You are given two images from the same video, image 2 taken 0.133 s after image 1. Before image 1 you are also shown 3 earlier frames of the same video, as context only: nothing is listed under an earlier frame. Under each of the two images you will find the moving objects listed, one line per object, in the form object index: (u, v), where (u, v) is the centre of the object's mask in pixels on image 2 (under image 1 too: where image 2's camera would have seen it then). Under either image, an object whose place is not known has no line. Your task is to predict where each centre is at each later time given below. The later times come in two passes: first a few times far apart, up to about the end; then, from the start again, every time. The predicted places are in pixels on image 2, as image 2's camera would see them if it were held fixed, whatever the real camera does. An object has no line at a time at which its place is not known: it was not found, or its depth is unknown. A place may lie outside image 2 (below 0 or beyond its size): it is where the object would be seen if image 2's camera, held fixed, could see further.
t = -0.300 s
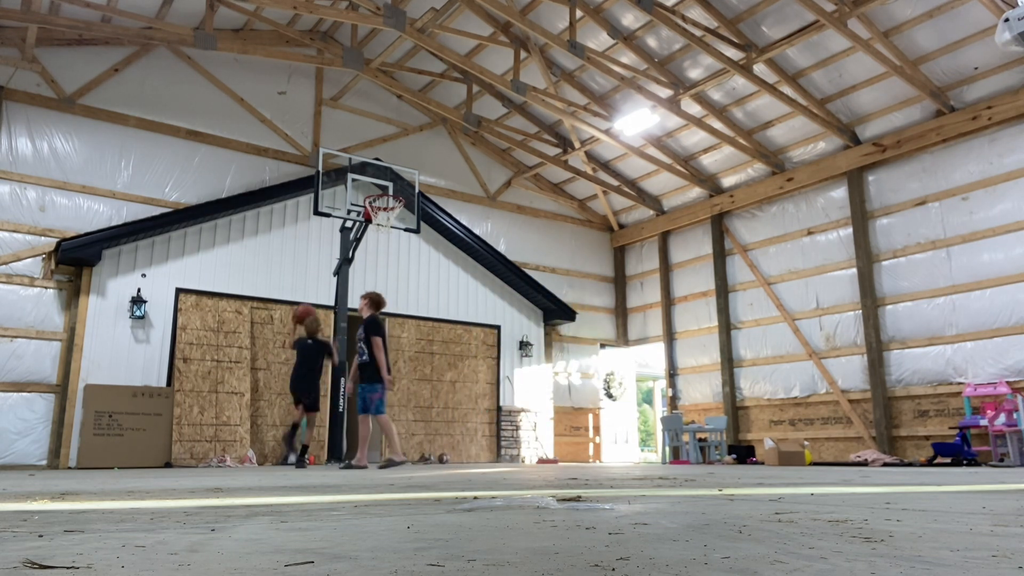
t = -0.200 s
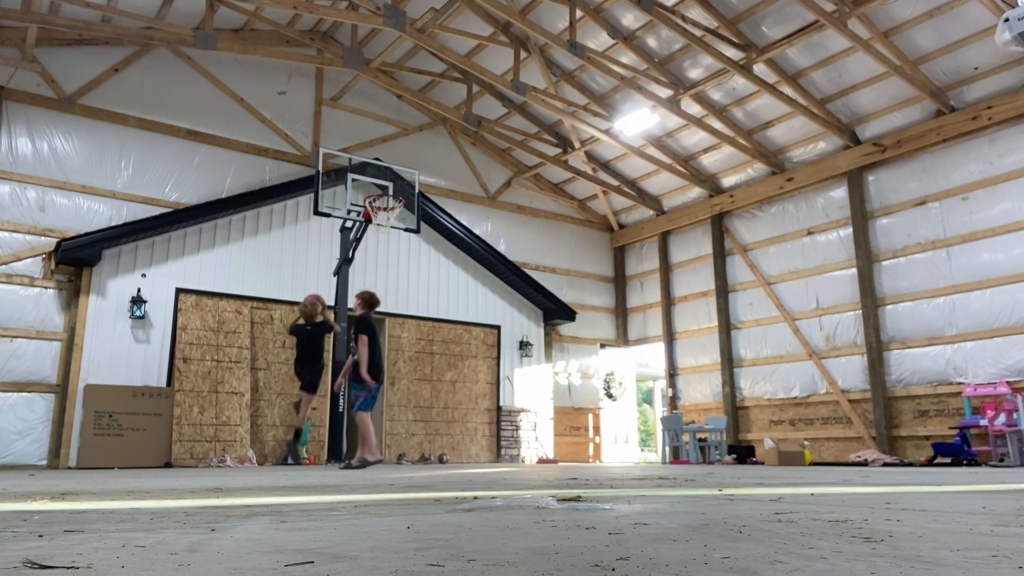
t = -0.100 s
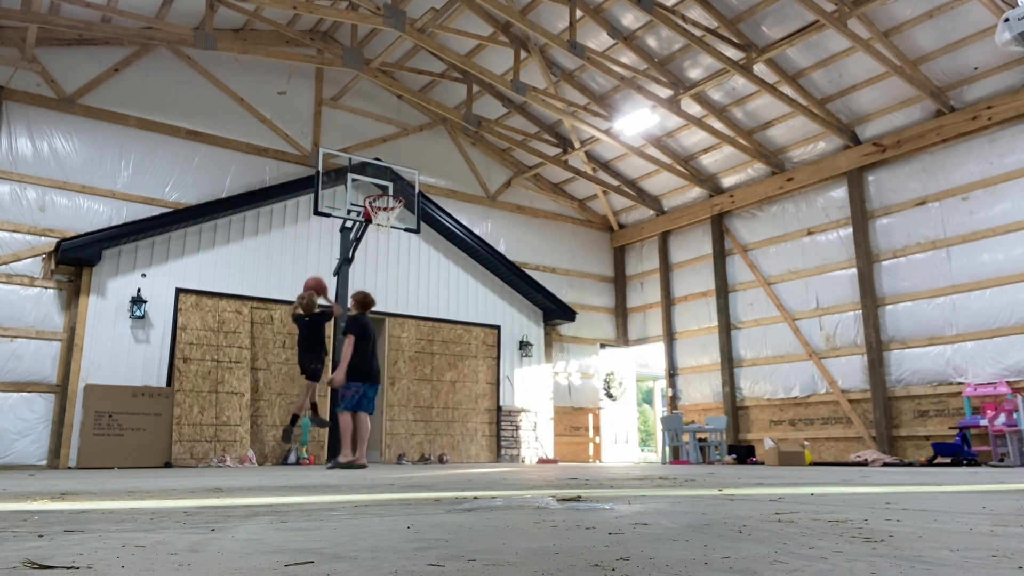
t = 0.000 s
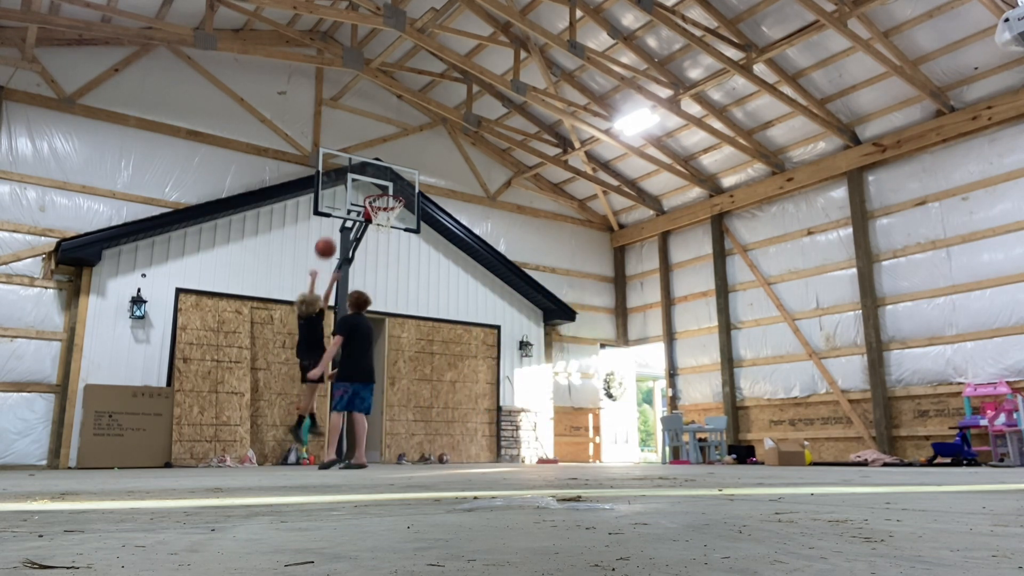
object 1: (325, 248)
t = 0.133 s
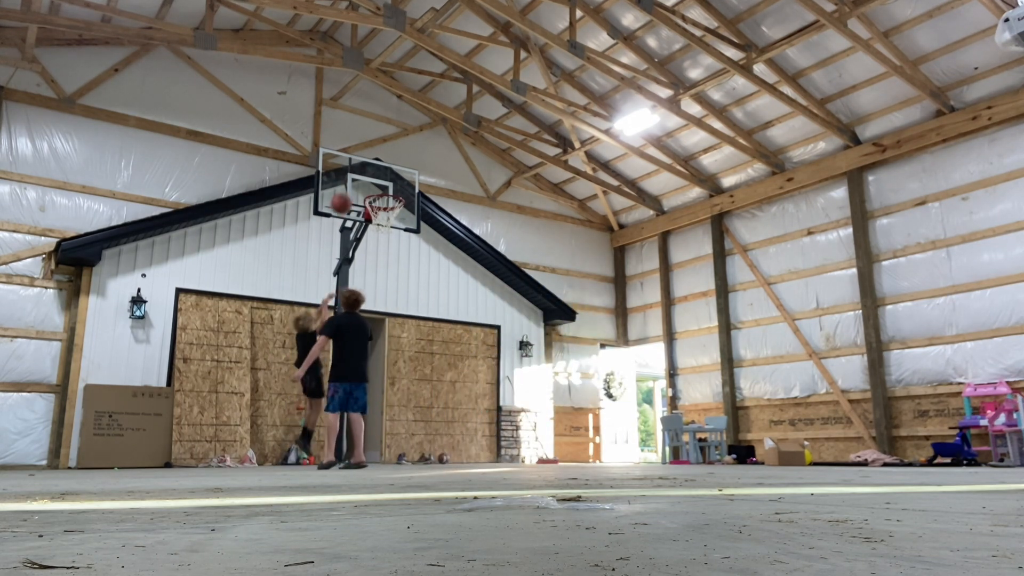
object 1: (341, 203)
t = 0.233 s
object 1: (351, 182)
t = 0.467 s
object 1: (373, 167)
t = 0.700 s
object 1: (392, 191)
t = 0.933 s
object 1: (409, 246)
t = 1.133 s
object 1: (426, 315)
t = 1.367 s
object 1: (444, 439)
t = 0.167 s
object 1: (344, 195)
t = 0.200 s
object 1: (348, 189)
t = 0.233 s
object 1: (351, 182)
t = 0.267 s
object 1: (355, 177)
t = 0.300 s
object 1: (358, 173)
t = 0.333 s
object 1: (361, 170)
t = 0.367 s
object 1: (364, 168)
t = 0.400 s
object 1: (367, 167)
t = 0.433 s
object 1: (370, 167)
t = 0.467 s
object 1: (373, 167)
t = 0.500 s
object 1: (375, 168)
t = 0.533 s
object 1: (378, 170)
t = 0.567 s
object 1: (381, 174)
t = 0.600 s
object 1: (383, 177)
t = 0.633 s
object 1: (386, 181)
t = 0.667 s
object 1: (389, 187)
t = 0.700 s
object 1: (392, 191)
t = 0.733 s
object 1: (393, 195)
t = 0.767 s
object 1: (400, 212)
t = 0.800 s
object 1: (400, 217)
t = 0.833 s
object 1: (401, 223)
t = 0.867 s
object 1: (403, 229)
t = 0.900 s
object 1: (406, 237)
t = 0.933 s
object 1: (409, 246)
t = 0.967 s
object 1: (411, 255)
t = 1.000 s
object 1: (414, 265)
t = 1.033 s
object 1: (417, 277)
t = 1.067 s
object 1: (420, 289)
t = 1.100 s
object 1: (423, 301)
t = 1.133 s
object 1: (426, 315)
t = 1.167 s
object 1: (427, 330)
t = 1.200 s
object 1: (430, 347)
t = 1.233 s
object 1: (433, 362)
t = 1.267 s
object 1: (436, 380)
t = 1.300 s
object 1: (438, 398)
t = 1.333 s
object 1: (442, 418)
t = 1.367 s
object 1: (444, 439)
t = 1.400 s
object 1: (446, 455)
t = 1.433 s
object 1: (450, 439)
